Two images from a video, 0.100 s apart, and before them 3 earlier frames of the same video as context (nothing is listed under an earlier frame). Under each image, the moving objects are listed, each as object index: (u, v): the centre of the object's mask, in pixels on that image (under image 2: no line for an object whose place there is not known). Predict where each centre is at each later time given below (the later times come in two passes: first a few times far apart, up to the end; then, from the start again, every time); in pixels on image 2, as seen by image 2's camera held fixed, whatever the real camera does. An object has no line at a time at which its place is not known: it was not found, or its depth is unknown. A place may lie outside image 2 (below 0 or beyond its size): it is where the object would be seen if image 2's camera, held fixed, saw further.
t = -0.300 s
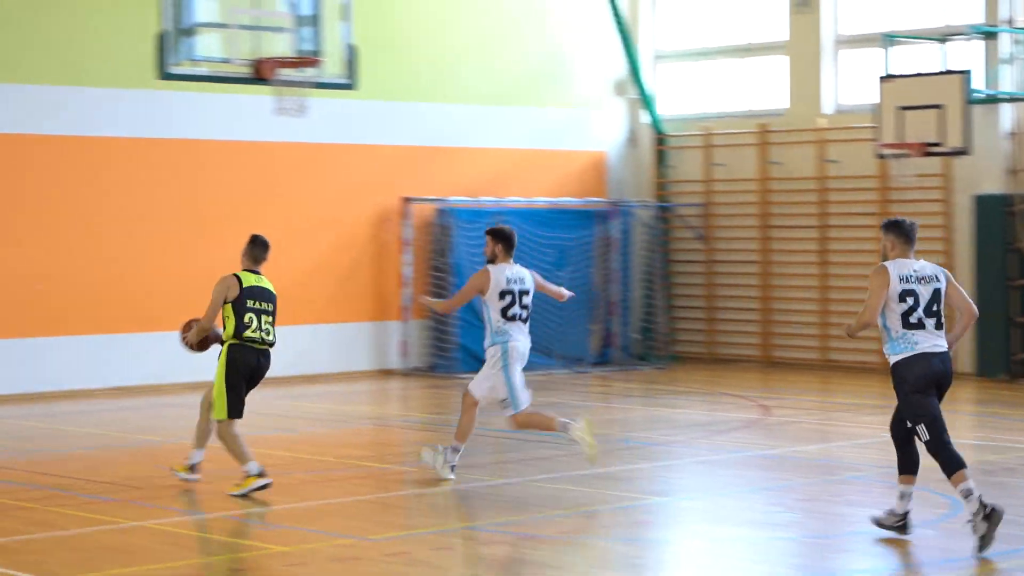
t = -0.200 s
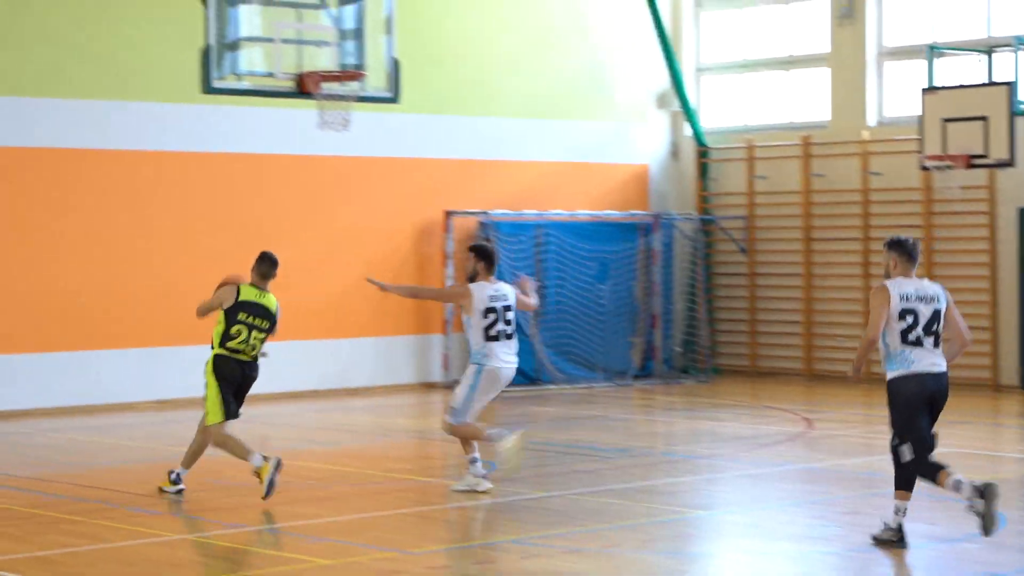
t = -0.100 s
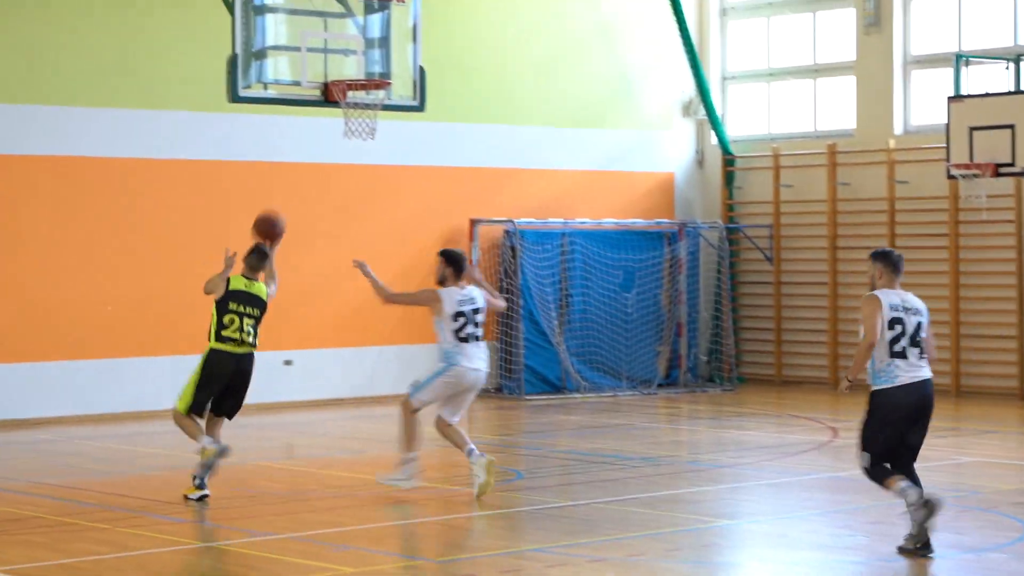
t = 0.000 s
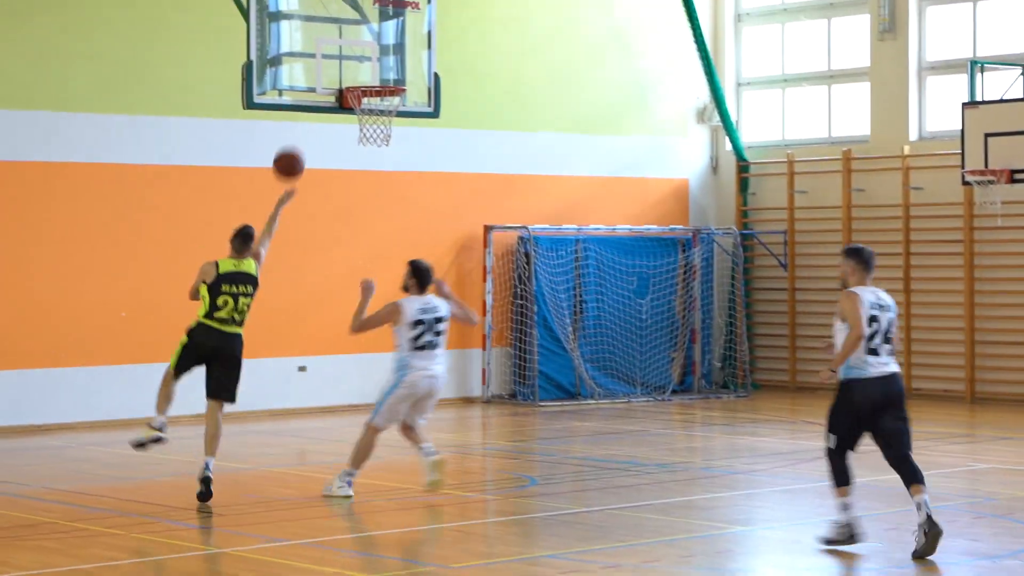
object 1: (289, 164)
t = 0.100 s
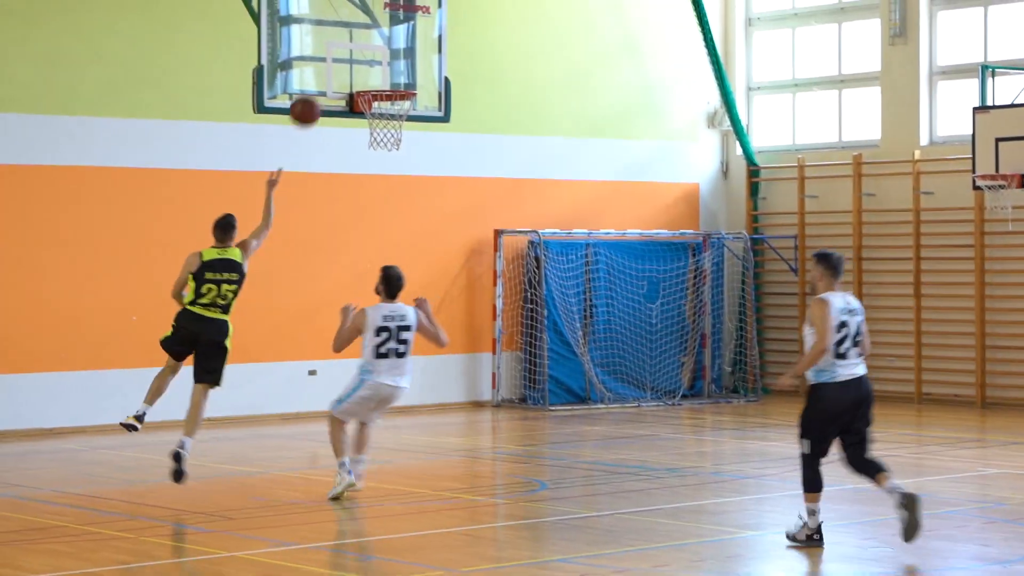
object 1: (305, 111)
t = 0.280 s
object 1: (316, 43)
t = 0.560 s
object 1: (353, 44)
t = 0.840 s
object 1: (392, 80)
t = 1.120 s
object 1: (379, 99)
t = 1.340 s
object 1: (393, 156)
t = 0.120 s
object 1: (306, 101)
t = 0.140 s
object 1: (307, 92)
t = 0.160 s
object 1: (308, 83)
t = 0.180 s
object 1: (310, 75)
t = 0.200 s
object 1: (311, 67)
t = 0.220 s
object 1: (312, 60)
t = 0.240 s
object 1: (313, 53)
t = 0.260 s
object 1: (314, 47)
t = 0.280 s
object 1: (316, 43)
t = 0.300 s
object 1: (319, 40)
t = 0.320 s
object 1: (321, 37)
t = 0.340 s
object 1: (324, 35)
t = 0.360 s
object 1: (326, 34)
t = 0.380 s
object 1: (329, 33)
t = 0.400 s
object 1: (331, 32)
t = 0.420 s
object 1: (334, 32)
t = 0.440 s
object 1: (337, 32)
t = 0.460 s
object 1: (339, 33)
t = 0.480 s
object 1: (342, 34)
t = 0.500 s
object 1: (345, 36)
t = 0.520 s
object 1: (347, 38)
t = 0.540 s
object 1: (350, 41)
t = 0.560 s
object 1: (353, 44)
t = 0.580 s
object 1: (355, 48)
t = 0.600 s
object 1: (358, 52)
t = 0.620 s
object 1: (361, 57)
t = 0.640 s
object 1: (363, 63)
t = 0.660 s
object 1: (366, 68)
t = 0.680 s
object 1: (369, 75)
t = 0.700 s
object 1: (371, 77)
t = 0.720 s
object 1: (374, 76)
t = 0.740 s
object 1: (377, 76)
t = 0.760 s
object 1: (380, 77)
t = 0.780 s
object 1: (383, 77)
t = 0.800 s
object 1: (386, 78)
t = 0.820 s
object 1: (389, 79)
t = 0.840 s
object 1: (392, 80)
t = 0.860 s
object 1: (395, 82)
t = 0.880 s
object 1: (395, 82)
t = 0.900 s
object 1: (394, 81)
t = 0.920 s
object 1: (392, 81)
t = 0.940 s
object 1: (391, 81)
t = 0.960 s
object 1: (389, 81)
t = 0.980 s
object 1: (387, 81)
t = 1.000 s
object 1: (385, 81)
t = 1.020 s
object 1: (384, 82)
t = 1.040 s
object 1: (382, 82)
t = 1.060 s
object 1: (380, 83)
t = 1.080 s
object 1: (379, 93)
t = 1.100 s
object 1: (378, 96)
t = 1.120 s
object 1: (379, 99)
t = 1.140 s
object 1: (380, 102)
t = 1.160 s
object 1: (381, 105)
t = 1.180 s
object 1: (383, 108)
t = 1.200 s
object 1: (384, 112)
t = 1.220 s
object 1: (385, 120)
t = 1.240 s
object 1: (387, 125)
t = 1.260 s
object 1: (389, 131)
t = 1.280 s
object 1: (390, 137)
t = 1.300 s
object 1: (391, 142)
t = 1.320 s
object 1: (392, 149)
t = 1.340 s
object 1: (393, 156)
